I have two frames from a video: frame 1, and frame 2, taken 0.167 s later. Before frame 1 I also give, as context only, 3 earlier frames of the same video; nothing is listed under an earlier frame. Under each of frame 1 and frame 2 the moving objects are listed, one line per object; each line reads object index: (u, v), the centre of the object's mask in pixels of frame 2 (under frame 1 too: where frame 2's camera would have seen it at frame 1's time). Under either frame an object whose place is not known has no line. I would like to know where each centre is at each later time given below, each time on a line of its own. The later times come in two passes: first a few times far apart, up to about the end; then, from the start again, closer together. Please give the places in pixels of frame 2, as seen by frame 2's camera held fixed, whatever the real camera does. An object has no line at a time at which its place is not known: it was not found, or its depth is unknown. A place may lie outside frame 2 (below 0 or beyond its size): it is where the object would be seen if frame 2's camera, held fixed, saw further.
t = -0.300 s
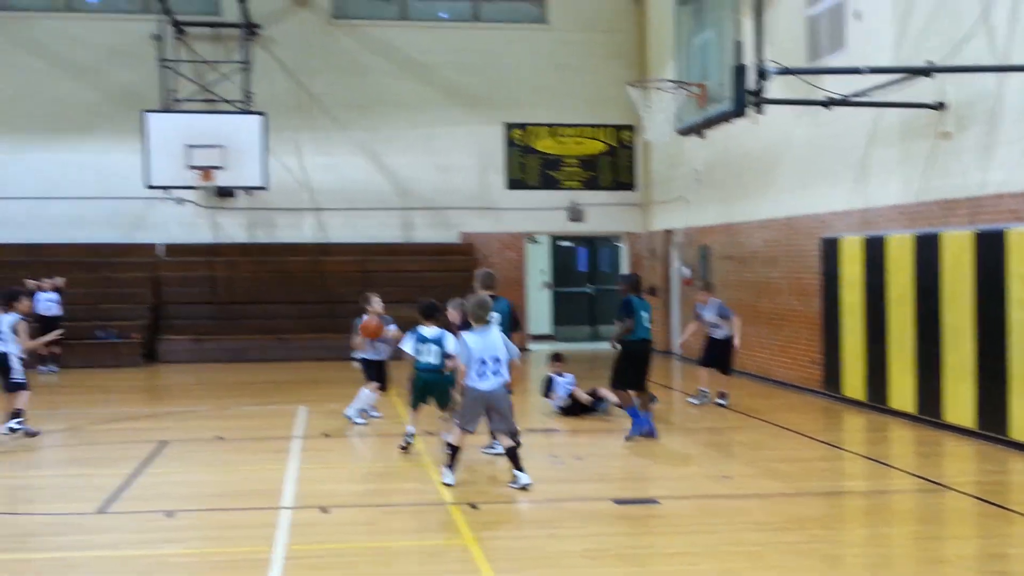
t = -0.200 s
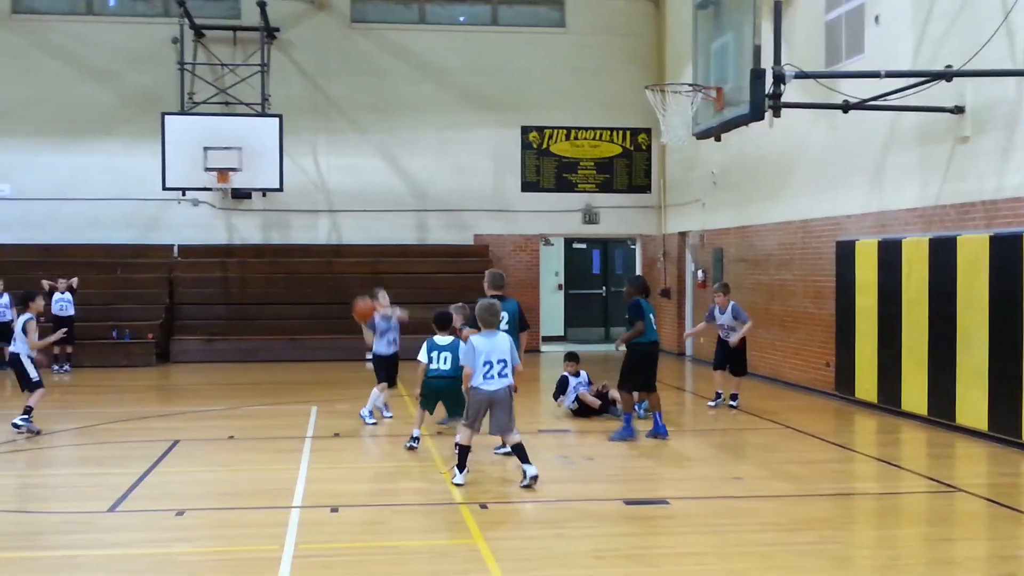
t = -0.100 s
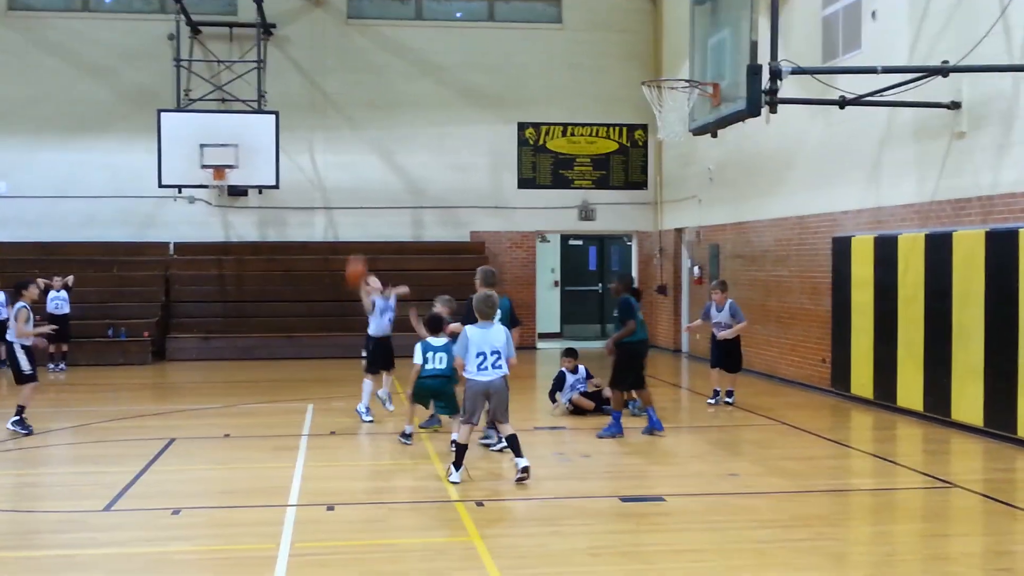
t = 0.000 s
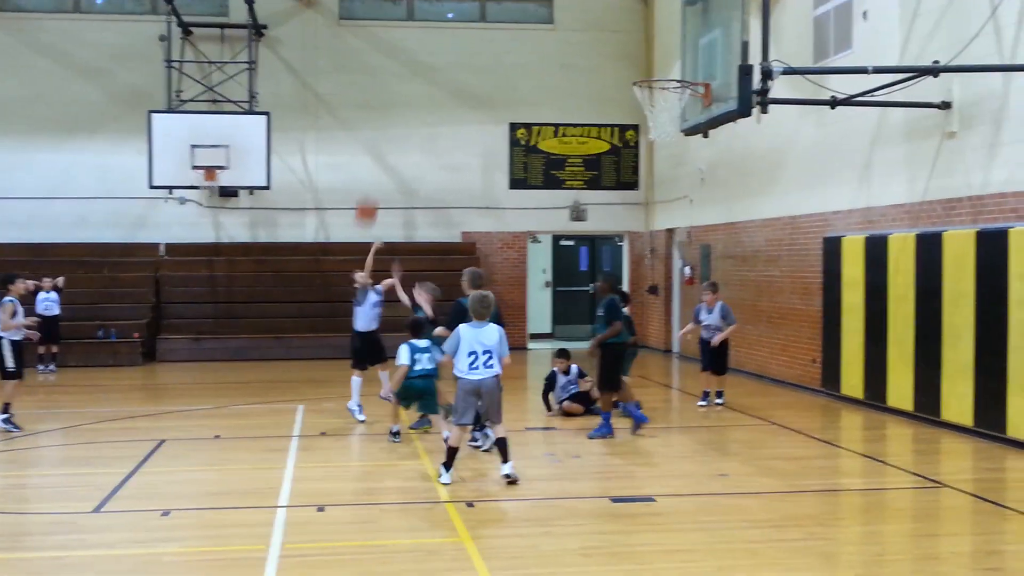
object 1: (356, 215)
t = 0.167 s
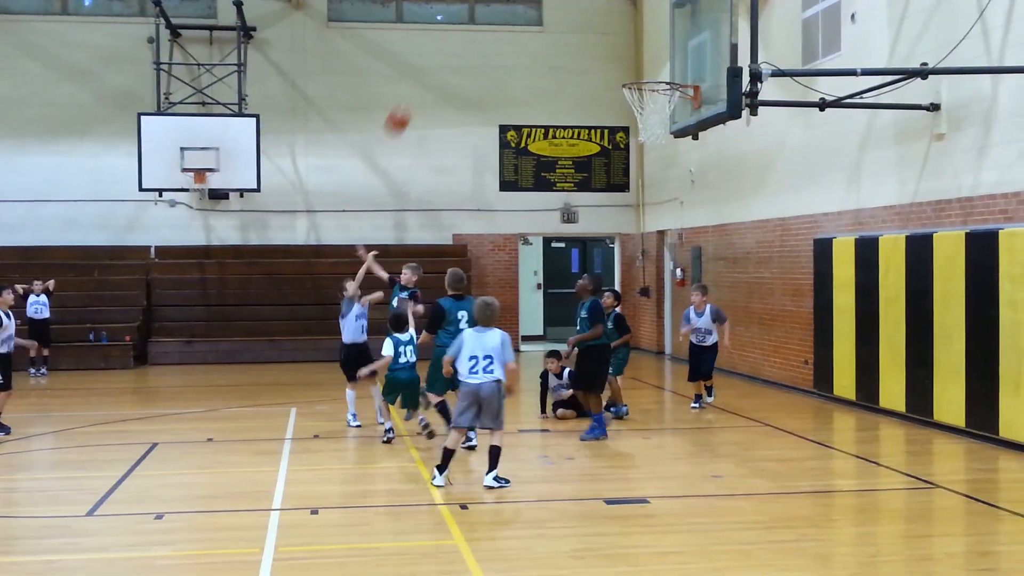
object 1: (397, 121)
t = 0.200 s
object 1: (406, 105)
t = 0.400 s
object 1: (458, 27)
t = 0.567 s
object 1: (504, -1)
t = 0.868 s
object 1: (597, 7)
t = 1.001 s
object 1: (642, 49)
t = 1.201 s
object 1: (715, 161)
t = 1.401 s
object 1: (796, 335)
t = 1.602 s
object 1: (856, 403)
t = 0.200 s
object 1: (406, 105)
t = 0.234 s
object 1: (414, 90)
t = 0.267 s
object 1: (422, 76)
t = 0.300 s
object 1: (431, 62)
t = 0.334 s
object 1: (440, 50)
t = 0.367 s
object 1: (449, 38)
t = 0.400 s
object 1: (458, 27)
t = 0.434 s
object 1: (467, 18)
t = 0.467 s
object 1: (477, 9)
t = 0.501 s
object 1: (484, 5)
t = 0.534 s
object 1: (493, 1)
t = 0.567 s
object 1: (504, -1)
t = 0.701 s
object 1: (544, -6)
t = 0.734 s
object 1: (554, -5)
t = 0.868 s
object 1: (597, 7)
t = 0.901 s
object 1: (607, 16)
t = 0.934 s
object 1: (619, 27)
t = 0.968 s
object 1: (630, 38)
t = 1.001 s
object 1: (642, 49)
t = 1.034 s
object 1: (653, 64)
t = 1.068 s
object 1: (666, 81)
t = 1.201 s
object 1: (715, 161)
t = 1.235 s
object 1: (727, 185)
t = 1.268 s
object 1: (741, 212)
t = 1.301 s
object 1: (754, 243)
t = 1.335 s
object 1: (766, 270)
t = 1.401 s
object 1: (796, 335)
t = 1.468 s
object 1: (821, 409)
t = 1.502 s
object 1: (837, 452)
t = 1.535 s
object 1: (847, 464)
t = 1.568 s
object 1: (852, 429)
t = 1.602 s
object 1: (856, 403)
